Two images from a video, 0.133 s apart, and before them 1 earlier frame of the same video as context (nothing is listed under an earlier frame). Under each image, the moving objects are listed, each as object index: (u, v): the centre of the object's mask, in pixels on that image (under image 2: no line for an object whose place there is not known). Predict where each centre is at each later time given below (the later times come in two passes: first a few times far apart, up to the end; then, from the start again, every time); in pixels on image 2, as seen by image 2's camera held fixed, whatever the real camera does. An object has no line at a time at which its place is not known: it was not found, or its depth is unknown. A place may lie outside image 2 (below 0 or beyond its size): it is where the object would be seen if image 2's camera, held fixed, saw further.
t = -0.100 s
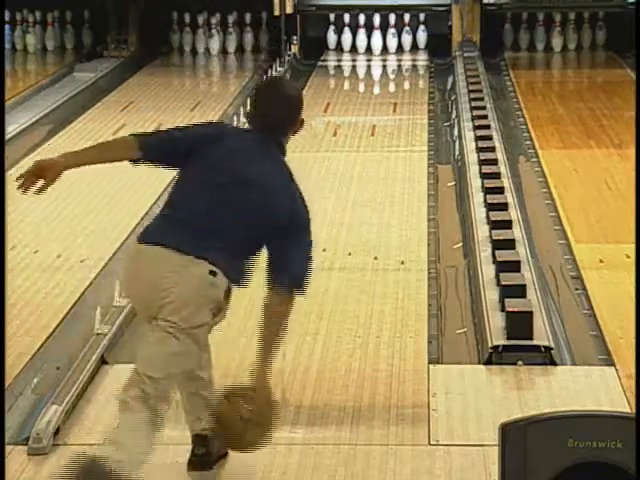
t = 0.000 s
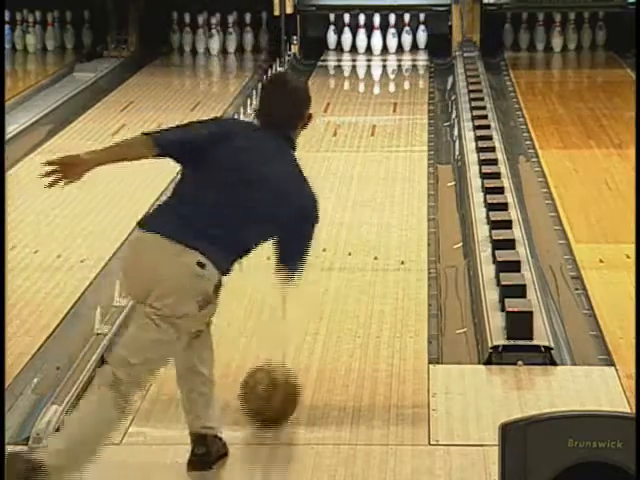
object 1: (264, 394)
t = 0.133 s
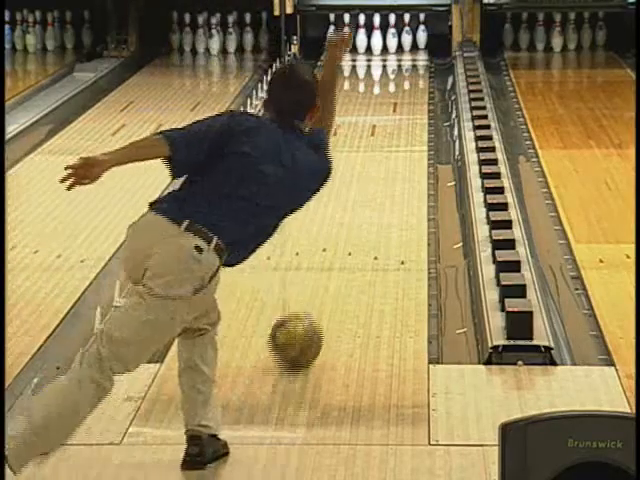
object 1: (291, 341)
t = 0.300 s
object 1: (317, 290)
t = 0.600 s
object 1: (351, 218)
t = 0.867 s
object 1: (374, 171)
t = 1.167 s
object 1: (390, 132)
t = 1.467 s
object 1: (401, 100)
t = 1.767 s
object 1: (405, 77)
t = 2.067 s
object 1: (398, 59)
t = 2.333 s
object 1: (383, 47)
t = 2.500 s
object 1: (376, 41)
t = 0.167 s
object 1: (297, 331)
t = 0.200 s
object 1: (302, 319)
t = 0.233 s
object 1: (307, 310)
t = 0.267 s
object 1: (312, 299)
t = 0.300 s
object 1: (317, 290)
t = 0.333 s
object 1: (322, 281)
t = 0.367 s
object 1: (326, 272)
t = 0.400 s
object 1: (329, 263)
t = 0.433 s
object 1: (334, 255)
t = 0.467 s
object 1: (337, 246)
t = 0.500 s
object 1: (341, 238)
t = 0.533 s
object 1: (344, 231)
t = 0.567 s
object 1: (347, 224)
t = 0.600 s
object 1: (351, 218)
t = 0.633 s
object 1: (356, 212)
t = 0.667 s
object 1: (359, 205)
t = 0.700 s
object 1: (360, 199)
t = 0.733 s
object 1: (362, 194)
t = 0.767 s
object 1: (365, 187)
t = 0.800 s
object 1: (368, 183)
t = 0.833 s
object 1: (372, 176)
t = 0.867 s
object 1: (374, 171)
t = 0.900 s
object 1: (374, 167)
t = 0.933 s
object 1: (376, 161)
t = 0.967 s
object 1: (379, 157)
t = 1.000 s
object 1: (381, 153)
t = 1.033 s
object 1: (384, 147)
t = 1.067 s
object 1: (386, 143)
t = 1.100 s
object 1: (387, 140)
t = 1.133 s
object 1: (389, 135)
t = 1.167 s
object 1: (390, 132)
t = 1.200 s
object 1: (392, 128)
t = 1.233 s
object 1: (394, 123)
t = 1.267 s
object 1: (394, 120)
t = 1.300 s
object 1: (396, 118)
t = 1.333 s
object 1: (398, 114)
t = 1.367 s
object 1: (398, 110)
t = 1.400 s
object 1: (399, 108)
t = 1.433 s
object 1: (400, 104)
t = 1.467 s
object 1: (401, 100)
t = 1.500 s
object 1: (402, 98)
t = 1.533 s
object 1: (403, 95)
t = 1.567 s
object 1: (403, 92)
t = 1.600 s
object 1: (403, 90)
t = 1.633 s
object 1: (404, 87)
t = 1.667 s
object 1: (405, 84)
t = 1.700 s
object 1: (405, 82)
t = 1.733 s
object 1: (403, 79)
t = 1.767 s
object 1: (405, 77)
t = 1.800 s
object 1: (405, 75)
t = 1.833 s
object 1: (404, 73)
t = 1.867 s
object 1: (403, 70)
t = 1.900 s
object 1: (403, 68)
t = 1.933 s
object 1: (402, 67)
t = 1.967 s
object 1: (401, 65)
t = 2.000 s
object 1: (400, 63)
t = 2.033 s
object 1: (399, 61)
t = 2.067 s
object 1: (398, 59)
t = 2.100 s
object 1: (396, 57)
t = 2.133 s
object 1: (395, 56)
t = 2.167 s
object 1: (393, 54)
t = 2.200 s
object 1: (392, 52)
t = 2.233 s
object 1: (391, 51)
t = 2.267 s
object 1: (388, 48)
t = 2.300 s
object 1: (385, 48)
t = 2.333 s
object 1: (383, 47)
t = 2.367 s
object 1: (382, 45)
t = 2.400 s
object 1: (382, 43)
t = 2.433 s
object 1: (379, 43)
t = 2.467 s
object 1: (377, 42)
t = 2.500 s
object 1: (376, 41)
